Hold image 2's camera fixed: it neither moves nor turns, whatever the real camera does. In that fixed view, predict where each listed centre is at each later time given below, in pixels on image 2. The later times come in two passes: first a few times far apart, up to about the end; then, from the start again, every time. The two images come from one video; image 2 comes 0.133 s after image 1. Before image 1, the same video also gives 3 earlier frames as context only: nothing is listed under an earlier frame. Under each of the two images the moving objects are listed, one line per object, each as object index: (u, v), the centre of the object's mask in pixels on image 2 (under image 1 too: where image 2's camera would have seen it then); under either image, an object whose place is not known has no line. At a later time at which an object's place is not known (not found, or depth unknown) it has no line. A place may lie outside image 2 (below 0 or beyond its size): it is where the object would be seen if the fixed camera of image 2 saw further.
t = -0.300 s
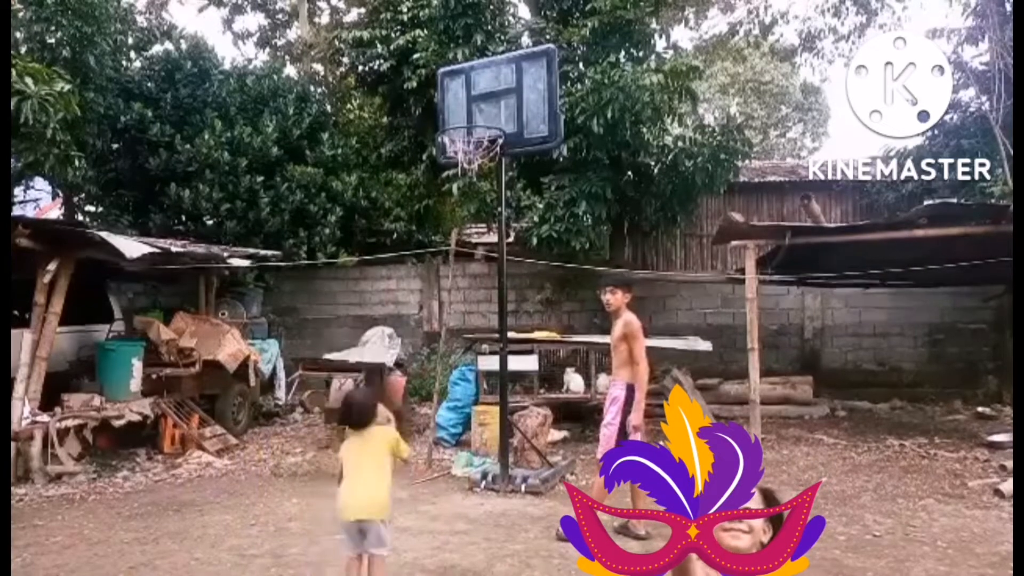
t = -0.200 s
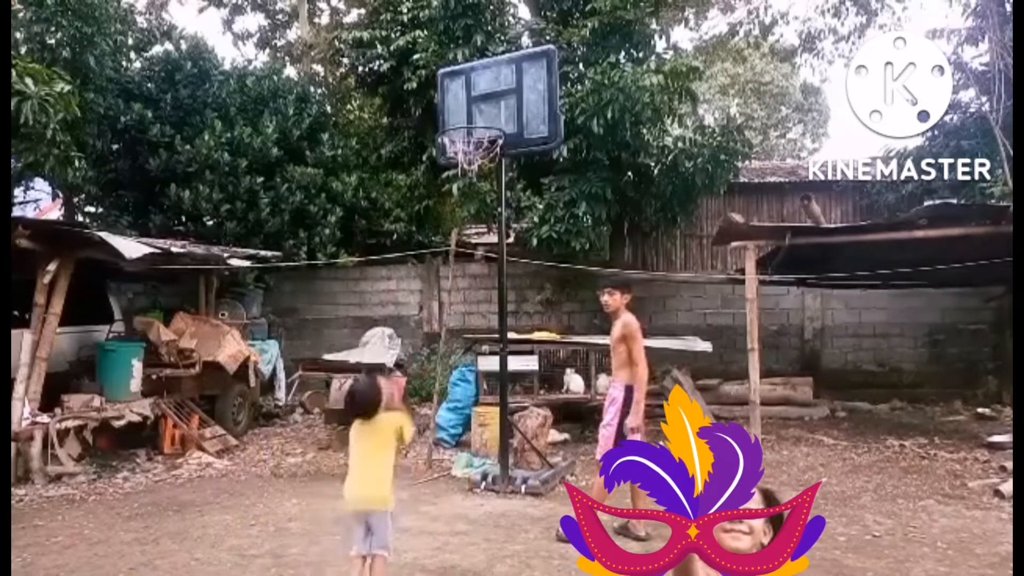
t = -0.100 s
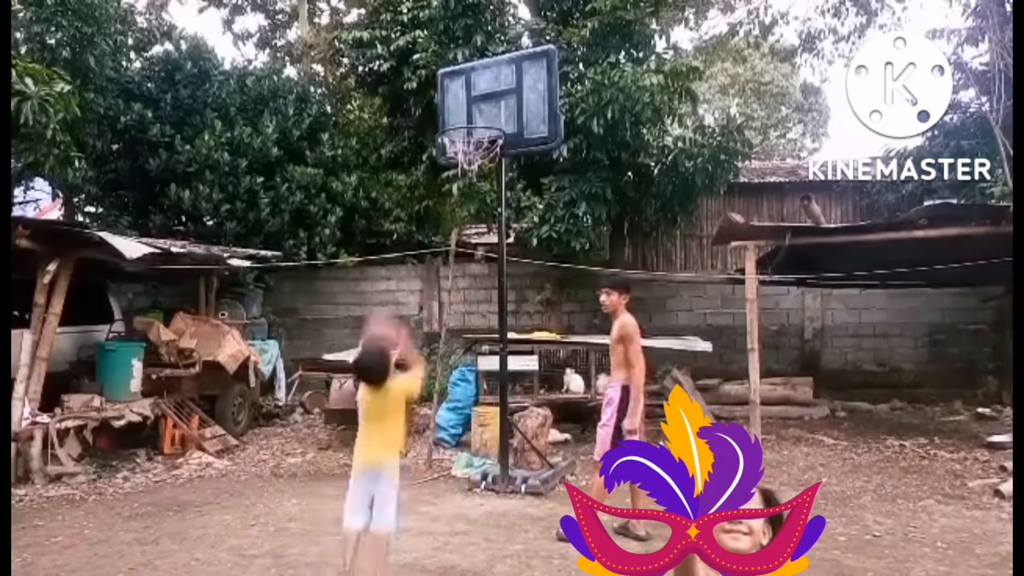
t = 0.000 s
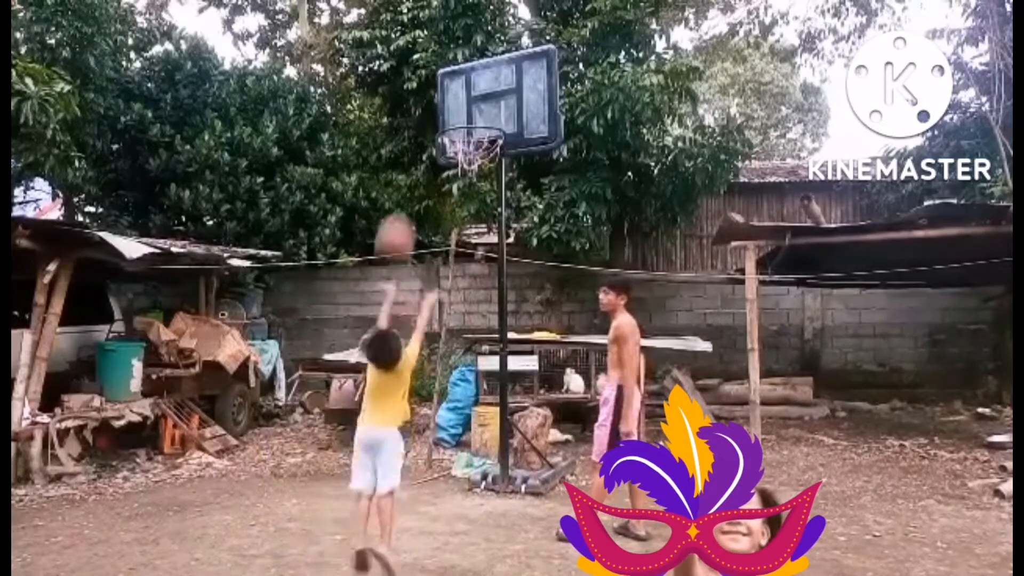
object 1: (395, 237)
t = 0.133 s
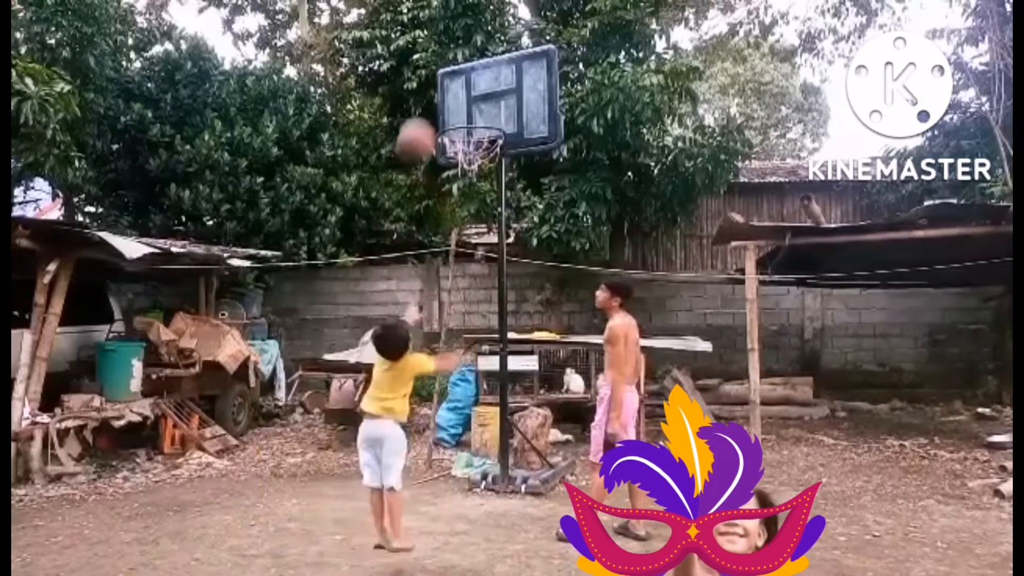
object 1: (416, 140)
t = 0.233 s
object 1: (430, 91)
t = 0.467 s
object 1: (457, 51)
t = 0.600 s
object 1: (470, 60)
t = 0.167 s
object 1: (420, 123)
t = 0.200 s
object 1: (425, 106)
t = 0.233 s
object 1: (430, 91)
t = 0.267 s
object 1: (434, 80)
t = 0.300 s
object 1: (437, 70)
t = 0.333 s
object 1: (444, 62)
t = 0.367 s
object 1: (446, 58)
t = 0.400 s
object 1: (449, 54)
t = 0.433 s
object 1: (453, 51)
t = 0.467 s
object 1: (457, 51)
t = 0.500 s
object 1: (461, 51)
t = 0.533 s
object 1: (464, 52)
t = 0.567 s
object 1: (466, 55)
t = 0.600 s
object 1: (470, 60)
